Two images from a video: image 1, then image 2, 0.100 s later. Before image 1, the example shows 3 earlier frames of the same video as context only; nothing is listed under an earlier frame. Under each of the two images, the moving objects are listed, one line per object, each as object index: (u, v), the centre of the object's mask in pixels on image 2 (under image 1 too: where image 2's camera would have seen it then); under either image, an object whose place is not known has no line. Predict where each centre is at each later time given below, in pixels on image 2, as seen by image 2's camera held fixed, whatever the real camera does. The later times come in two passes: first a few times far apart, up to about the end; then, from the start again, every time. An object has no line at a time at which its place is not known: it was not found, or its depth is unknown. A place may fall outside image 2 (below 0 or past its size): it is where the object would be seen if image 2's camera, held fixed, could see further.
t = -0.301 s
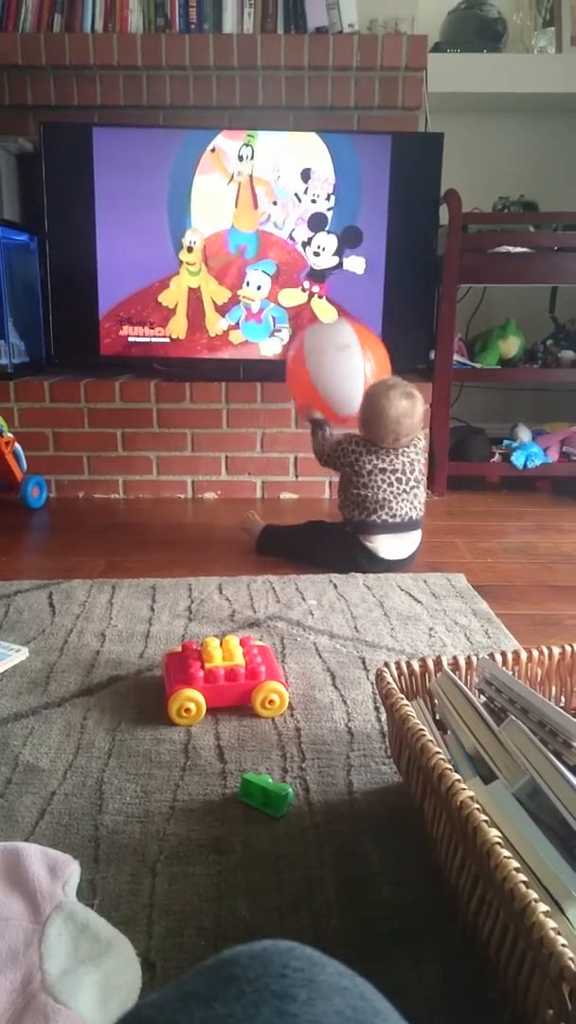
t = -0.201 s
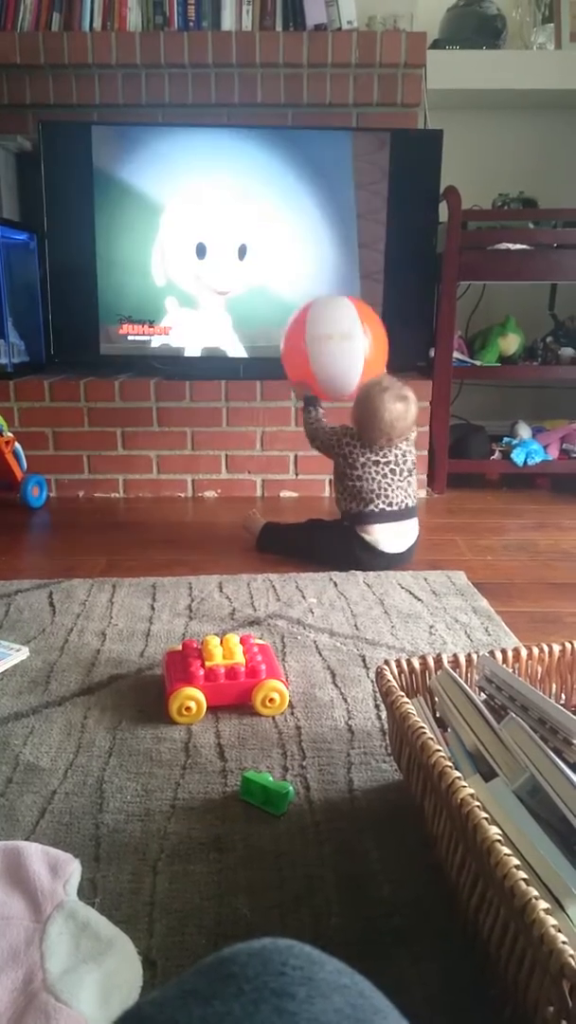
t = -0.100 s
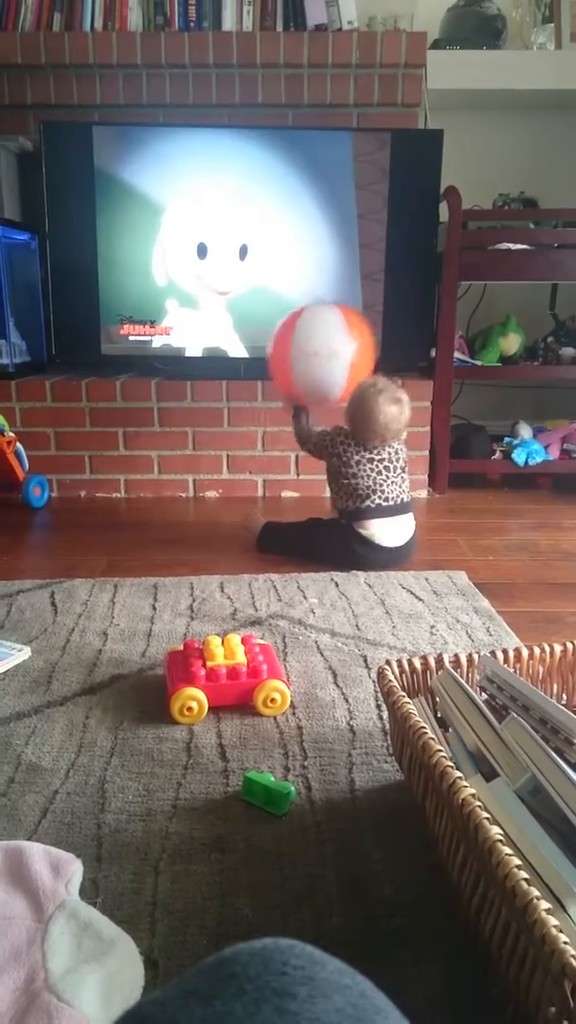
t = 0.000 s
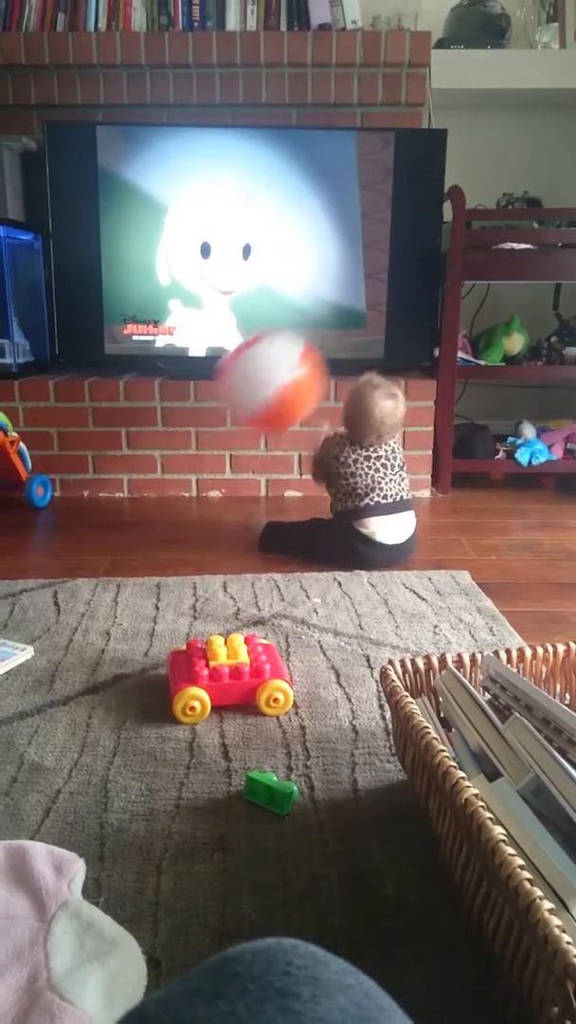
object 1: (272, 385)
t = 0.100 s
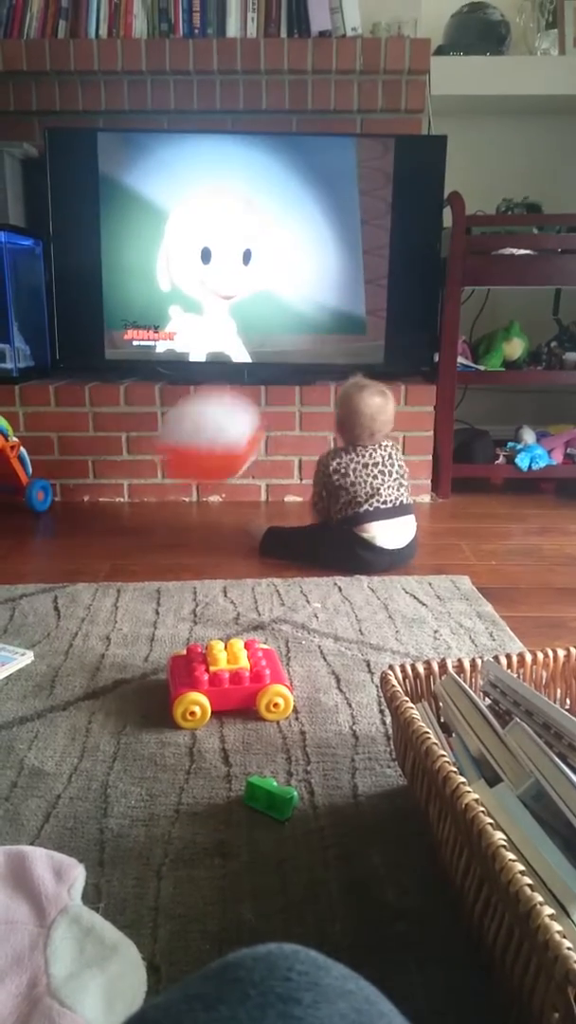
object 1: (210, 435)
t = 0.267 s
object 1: (152, 445)
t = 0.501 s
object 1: (119, 441)
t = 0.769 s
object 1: (87, 453)
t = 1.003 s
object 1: (83, 470)
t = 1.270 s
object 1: (95, 471)
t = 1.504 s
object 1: (103, 470)
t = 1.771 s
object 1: (94, 471)
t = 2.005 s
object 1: (87, 471)
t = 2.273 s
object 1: (90, 470)
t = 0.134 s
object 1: (191, 457)
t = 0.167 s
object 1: (173, 481)
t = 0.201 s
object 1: (164, 473)
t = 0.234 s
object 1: (158, 457)
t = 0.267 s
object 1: (152, 445)
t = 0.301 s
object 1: (146, 436)
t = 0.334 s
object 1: (141, 430)
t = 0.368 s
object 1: (136, 427)
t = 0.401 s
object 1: (131, 427)
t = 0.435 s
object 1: (127, 429)
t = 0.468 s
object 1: (123, 434)
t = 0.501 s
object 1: (119, 441)
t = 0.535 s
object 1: (115, 452)
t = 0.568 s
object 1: (111, 464)
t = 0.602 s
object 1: (108, 472)
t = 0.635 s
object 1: (103, 464)
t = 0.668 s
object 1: (99, 456)
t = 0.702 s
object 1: (95, 453)
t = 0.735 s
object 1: (91, 451)
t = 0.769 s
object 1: (87, 453)
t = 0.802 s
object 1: (84, 458)
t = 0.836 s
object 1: (81, 465)
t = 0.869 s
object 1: (78, 472)
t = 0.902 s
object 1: (78, 470)
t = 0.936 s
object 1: (79, 468)
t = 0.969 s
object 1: (81, 468)
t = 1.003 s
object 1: (83, 470)
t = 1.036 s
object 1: (84, 473)
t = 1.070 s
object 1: (86, 472)
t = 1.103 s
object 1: (87, 471)
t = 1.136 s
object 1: (89, 473)
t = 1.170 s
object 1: (90, 473)
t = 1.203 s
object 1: (92, 472)
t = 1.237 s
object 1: (94, 472)
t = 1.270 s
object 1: (95, 471)
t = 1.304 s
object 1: (97, 471)
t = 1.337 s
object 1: (99, 471)
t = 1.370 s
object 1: (101, 471)
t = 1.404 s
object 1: (103, 471)
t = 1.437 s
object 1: (103, 470)
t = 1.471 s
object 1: (103, 469)
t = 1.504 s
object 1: (103, 470)
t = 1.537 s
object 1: (103, 470)
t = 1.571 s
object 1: (100, 470)
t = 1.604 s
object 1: (100, 470)
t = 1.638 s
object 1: (99, 471)
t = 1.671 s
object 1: (97, 471)
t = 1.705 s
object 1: (96, 472)
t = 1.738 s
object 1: (95, 472)
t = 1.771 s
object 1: (94, 471)
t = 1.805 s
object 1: (92, 472)
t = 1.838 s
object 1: (91, 472)
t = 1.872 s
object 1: (90, 472)
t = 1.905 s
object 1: (89, 472)
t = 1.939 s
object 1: (88, 472)
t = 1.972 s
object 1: (87, 471)
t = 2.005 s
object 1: (87, 471)
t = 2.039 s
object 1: (86, 471)
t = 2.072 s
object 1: (86, 471)
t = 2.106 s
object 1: (86, 470)
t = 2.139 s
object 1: (87, 470)
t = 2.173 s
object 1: (88, 470)
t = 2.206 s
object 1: (89, 470)
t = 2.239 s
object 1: (89, 470)
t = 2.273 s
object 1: (90, 470)
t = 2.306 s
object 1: (90, 470)
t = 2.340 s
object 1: (91, 470)
